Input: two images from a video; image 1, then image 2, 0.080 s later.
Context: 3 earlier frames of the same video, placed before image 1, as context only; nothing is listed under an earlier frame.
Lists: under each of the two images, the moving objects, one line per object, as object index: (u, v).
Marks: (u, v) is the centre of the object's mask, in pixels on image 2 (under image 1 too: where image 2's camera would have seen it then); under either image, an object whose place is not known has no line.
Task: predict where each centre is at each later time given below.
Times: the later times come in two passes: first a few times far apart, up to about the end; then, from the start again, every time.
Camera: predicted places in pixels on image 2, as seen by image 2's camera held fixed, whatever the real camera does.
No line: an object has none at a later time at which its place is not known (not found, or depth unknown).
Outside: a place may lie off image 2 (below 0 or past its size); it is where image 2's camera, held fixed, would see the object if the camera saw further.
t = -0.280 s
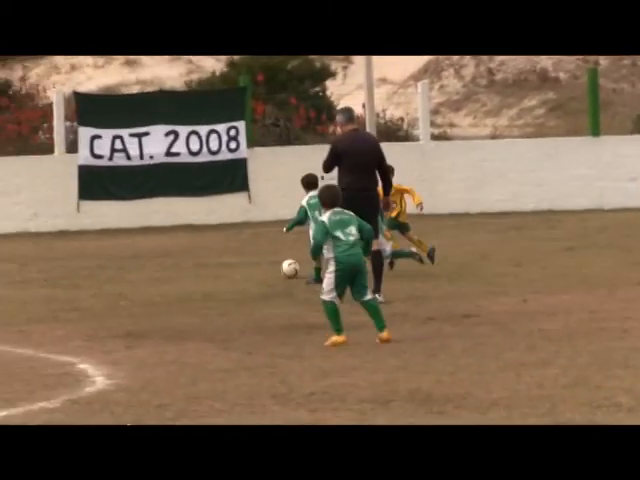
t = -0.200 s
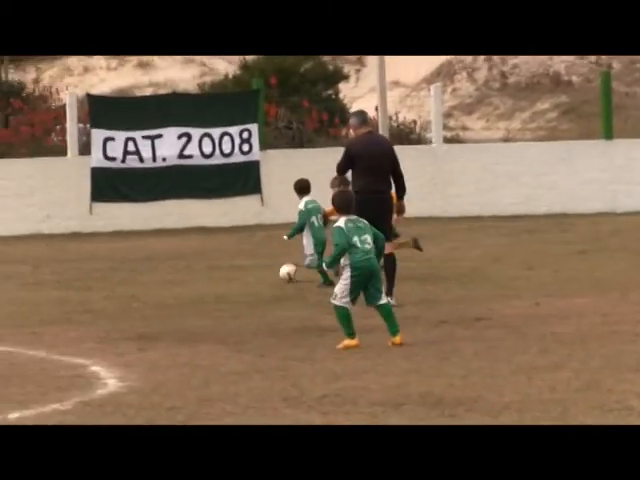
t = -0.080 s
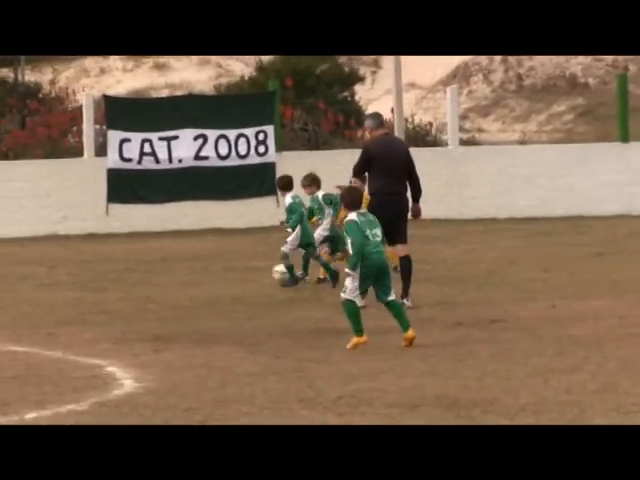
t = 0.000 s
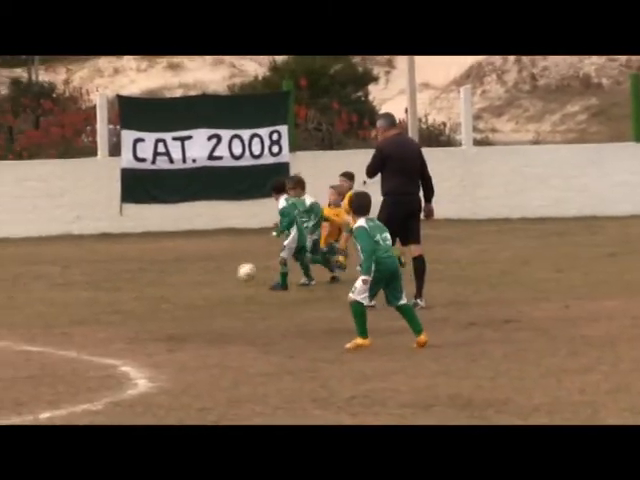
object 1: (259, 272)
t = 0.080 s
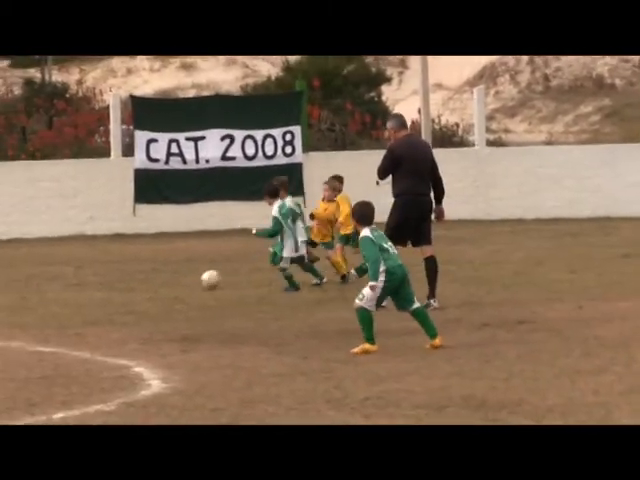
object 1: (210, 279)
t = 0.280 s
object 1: (117, 279)
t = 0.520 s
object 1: (28, 272)
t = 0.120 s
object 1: (190, 278)
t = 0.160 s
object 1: (172, 276)
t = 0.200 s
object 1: (153, 276)
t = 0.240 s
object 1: (135, 276)
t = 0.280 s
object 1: (117, 279)
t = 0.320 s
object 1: (100, 283)
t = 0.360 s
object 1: (85, 277)
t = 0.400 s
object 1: (71, 274)
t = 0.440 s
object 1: (57, 272)
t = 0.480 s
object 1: (42, 270)
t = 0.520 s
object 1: (28, 272)
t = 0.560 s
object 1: (14, 275)
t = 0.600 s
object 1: (-1, 279)
